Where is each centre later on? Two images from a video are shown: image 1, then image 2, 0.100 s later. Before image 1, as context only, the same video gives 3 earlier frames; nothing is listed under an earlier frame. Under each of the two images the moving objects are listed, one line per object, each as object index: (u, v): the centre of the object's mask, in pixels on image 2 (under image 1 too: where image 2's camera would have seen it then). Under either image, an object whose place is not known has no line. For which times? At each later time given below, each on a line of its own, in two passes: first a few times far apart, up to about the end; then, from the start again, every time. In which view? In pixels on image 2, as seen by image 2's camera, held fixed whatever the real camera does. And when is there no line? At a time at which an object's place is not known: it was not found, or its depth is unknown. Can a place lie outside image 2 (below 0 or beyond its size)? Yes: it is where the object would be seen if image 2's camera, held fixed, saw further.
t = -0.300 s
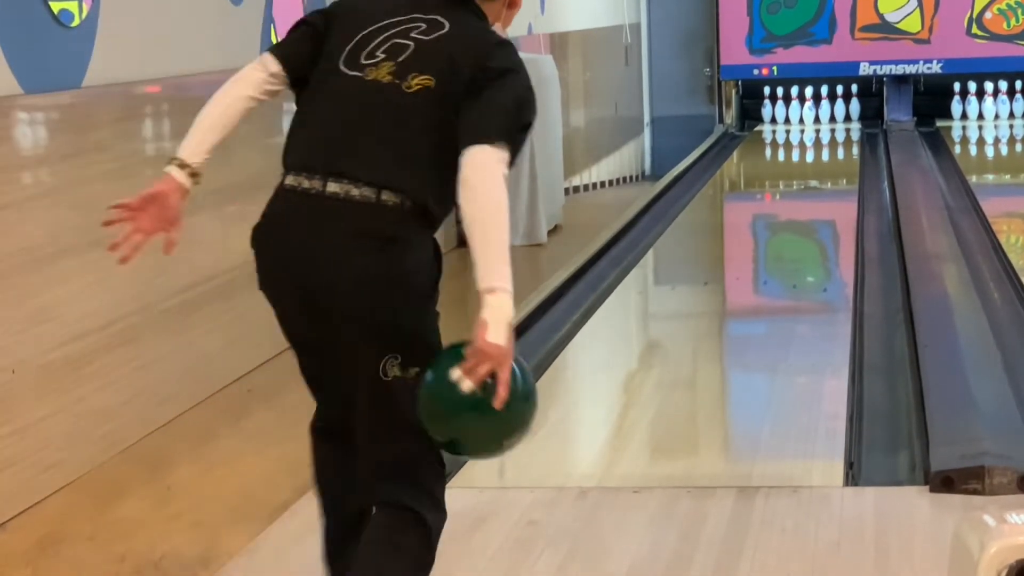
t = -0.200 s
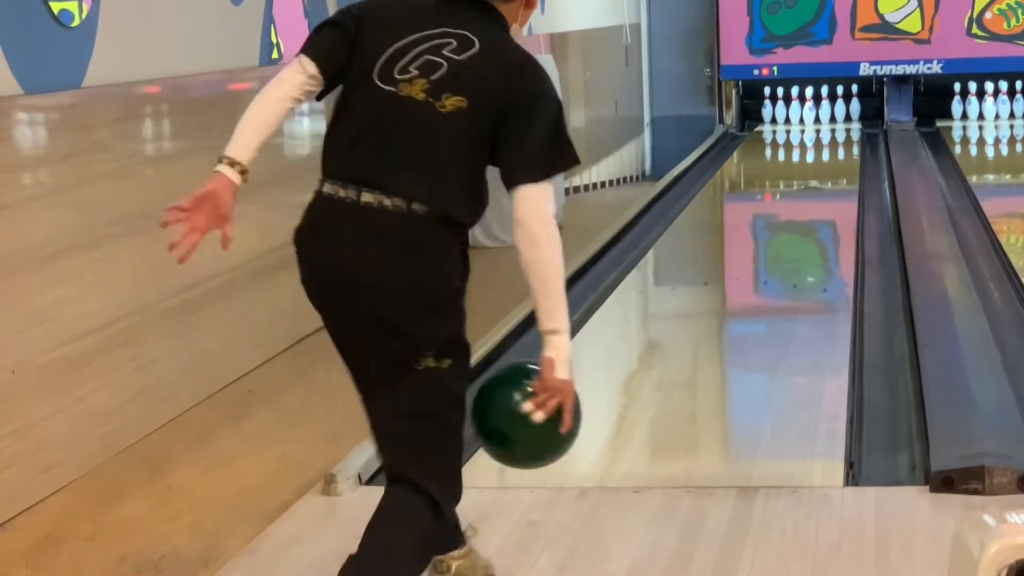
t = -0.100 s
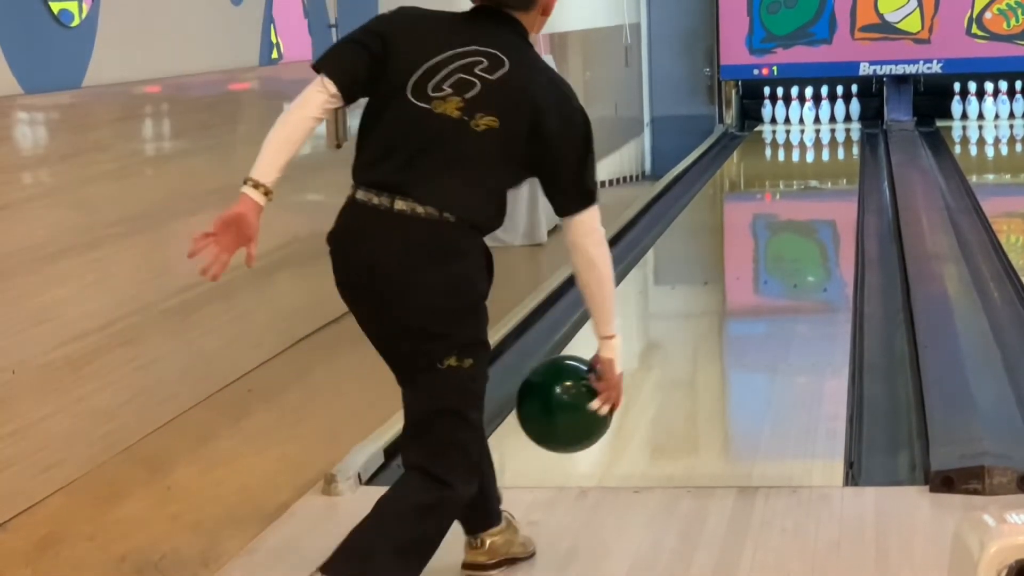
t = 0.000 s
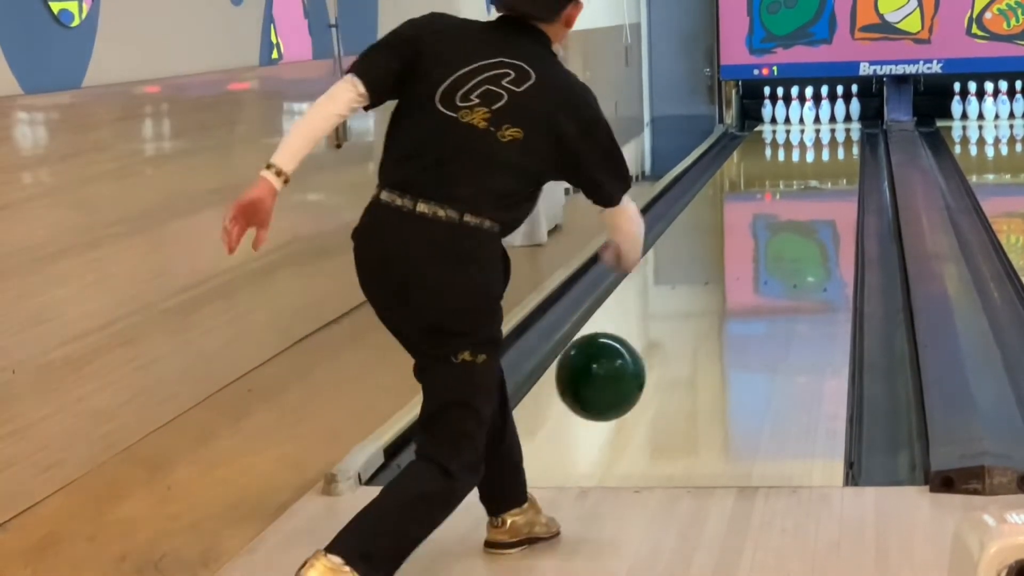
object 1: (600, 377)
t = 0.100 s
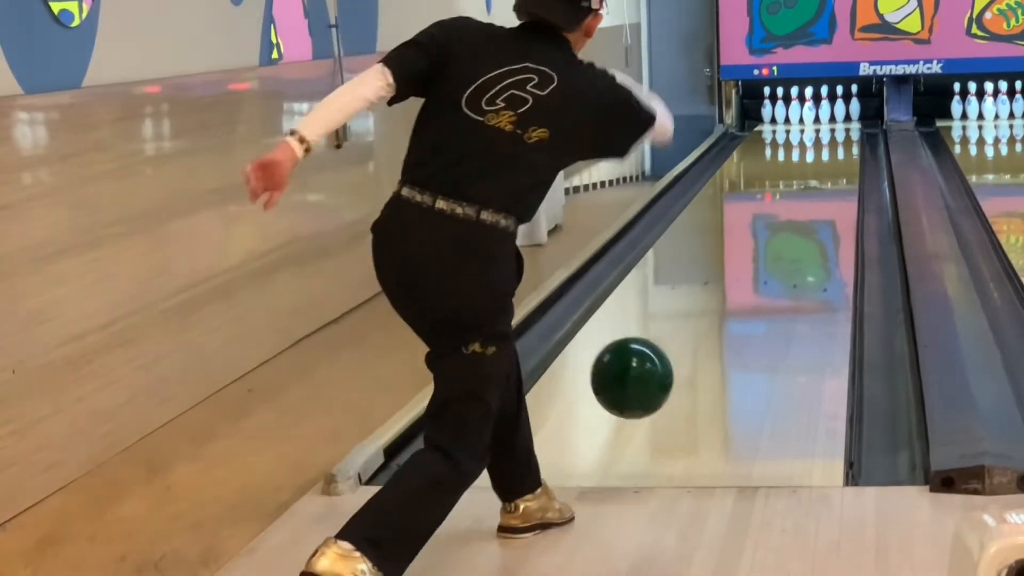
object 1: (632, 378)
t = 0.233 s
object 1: (667, 402)
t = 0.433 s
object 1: (706, 353)
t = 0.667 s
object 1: (738, 306)
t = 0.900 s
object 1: (763, 270)
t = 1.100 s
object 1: (780, 246)
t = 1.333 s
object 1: (795, 222)
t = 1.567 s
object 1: (806, 204)
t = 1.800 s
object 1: (816, 187)
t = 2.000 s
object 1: (822, 176)
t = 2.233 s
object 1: (826, 164)
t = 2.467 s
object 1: (830, 154)
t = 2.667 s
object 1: (831, 146)
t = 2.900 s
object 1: (831, 138)
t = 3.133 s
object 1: (830, 131)
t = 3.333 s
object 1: (826, 126)
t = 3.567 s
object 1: (822, 121)
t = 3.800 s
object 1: (816, 117)
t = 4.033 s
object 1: (813, 114)
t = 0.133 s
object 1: (641, 386)
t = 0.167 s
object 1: (651, 398)
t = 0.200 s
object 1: (660, 414)
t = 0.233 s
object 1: (667, 402)
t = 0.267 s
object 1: (675, 391)
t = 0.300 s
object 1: (681, 385)
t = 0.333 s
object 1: (688, 378)
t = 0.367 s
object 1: (693, 370)
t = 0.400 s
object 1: (700, 361)
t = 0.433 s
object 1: (706, 353)
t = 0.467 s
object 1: (711, 346)
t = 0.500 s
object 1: (716, 338)
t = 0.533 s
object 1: (721, 331)
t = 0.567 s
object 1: (726, 324)
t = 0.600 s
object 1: (730, 318)
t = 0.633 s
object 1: (735, 311)
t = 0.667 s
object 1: (738, 306)
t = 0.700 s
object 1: (742, 300)
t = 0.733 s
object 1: (746, 294)
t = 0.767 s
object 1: (750, 289)
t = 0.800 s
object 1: (753, 284)
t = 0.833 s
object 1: (757, 279)
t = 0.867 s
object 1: (760, 275)
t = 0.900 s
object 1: (763, 270)
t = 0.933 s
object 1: (766, 265)
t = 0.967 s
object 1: (769, 262)
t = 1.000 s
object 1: (772, 257)
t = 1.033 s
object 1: (775, 253)
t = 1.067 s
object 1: (777, 250)
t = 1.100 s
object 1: (780, 246)
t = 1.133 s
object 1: (782, 242)
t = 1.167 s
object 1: (784, 239)
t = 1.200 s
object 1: (787, 236)
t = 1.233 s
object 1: (789, 232)
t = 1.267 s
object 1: (791, 229)
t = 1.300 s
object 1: (793, 226)
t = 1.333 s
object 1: (795, 222)
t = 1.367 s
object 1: (797, 220)
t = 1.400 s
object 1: (799, 217)
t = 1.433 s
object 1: (800, 214)
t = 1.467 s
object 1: (802, 212)
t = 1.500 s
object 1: (804, 208)
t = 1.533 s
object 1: (805, 206)
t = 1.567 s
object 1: (806, 204)
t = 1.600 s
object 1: (808, 201)
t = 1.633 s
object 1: (810, 198)
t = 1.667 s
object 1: (811, 196)
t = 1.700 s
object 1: (812, 194)
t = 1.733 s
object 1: (813, 192)
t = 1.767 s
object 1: (814, 190)
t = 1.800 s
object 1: (816, 187)
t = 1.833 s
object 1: (817, 185)
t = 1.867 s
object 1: (818, 183)
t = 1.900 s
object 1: (819, 182)
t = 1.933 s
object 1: (820, 178)
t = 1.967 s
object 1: (821, 178)
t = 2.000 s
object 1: (822, 176)
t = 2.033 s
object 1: (822, 173)
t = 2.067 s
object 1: (823, 172)
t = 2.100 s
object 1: (824, 170)
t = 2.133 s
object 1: (825, 168)
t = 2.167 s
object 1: (825, 167)
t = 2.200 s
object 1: (826, 165)
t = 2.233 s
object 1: (826, 164)
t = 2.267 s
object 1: (827, 163)
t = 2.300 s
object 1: (827, 161)
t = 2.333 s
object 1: (828, 160)
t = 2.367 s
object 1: (828, 159)
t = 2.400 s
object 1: (829, 157)
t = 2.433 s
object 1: (829, 156)
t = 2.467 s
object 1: (830, 154)
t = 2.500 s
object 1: (829, 153)
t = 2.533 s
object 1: (830, 151)
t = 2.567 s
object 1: (831, 150)
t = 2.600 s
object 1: (831, 149)
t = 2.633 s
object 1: (831, 147)
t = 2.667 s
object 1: (831, 146)
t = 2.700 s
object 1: (831, 145)
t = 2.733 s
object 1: (831, 144)
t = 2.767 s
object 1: (831, 143)
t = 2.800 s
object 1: (831, 141)
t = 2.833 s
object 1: (831, 140)
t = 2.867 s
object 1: (831, 139)
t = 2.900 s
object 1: (831, 138)
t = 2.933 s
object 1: (831, 137)
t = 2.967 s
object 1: (831, 136)
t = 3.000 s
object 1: (831, 135)
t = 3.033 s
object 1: (831, 134)
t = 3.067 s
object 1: (830, 133)
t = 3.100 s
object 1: (830, 132)
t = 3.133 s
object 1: (830, 131)
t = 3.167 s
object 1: (829, 131)
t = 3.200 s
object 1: (828, 129)
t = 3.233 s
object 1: (828, 129)
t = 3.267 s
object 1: (827, 128)
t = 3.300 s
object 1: (827, 127)
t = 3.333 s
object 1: (826, 126)
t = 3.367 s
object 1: (826, 125)
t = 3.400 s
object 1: (825, 125)
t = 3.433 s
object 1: (825, 124)
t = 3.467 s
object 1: (824, 123)
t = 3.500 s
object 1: (823, 122)
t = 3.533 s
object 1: (823, 122)
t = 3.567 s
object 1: (822, 121)
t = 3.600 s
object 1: (821, 121)
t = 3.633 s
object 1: (820, 121)
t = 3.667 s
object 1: (819, 120)
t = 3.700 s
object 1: (818, 119)
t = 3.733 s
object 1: (817, 118)
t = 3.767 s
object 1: (817, 118)
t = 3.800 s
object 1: (816, 117)
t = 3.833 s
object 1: (815, 117)
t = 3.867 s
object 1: (813, 115)
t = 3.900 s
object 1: (814, 115)
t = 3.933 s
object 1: (814, 115)
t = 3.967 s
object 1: (814, 115)
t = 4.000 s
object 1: (814, 114)
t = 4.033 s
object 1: (813, 114)
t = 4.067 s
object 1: (812, 114)
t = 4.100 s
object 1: (812, 113)
